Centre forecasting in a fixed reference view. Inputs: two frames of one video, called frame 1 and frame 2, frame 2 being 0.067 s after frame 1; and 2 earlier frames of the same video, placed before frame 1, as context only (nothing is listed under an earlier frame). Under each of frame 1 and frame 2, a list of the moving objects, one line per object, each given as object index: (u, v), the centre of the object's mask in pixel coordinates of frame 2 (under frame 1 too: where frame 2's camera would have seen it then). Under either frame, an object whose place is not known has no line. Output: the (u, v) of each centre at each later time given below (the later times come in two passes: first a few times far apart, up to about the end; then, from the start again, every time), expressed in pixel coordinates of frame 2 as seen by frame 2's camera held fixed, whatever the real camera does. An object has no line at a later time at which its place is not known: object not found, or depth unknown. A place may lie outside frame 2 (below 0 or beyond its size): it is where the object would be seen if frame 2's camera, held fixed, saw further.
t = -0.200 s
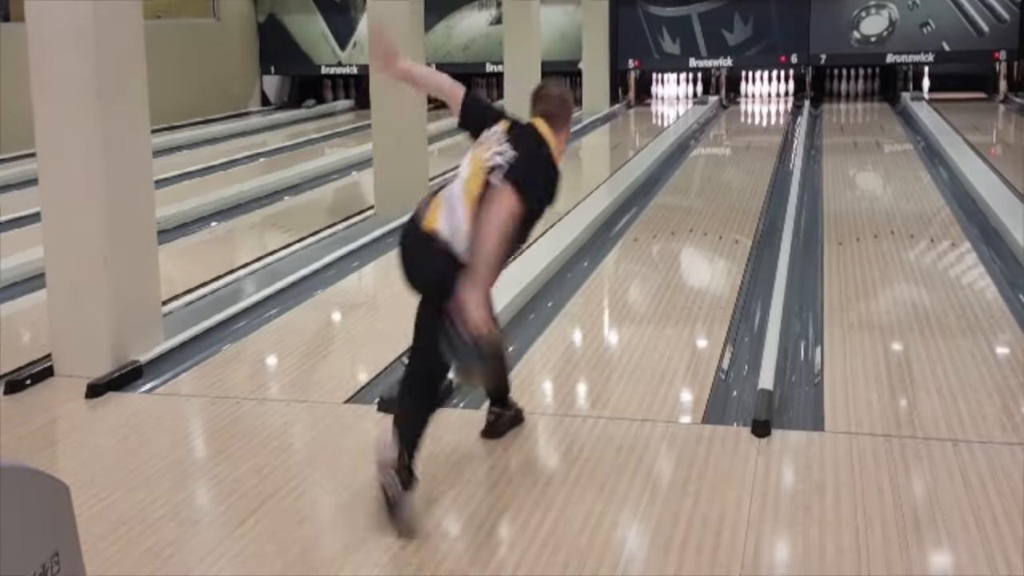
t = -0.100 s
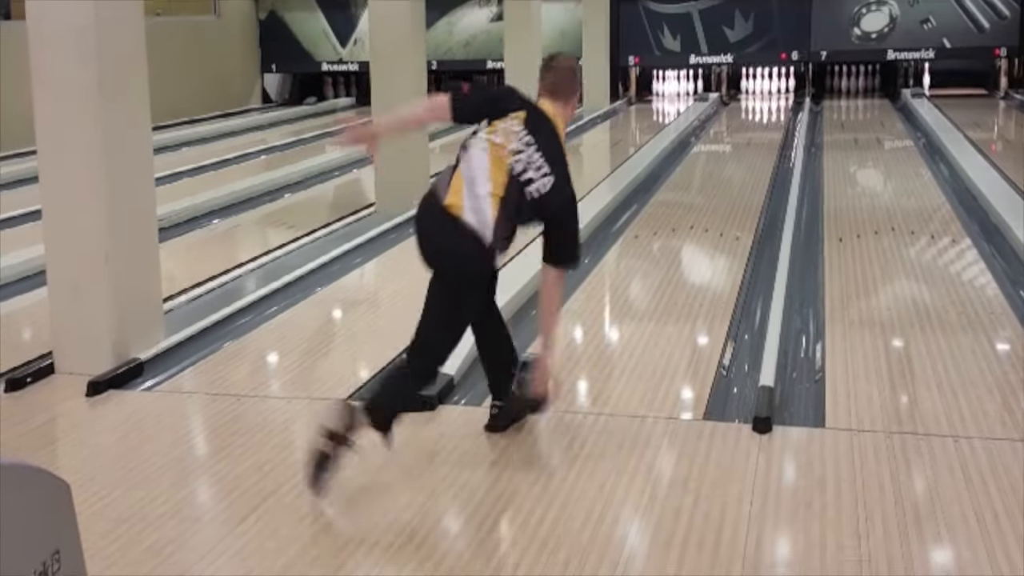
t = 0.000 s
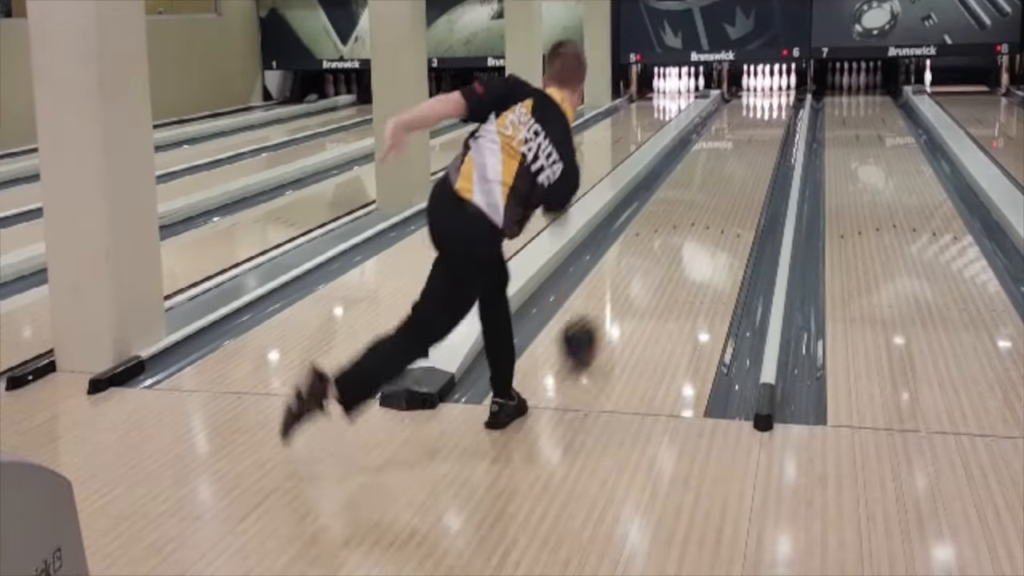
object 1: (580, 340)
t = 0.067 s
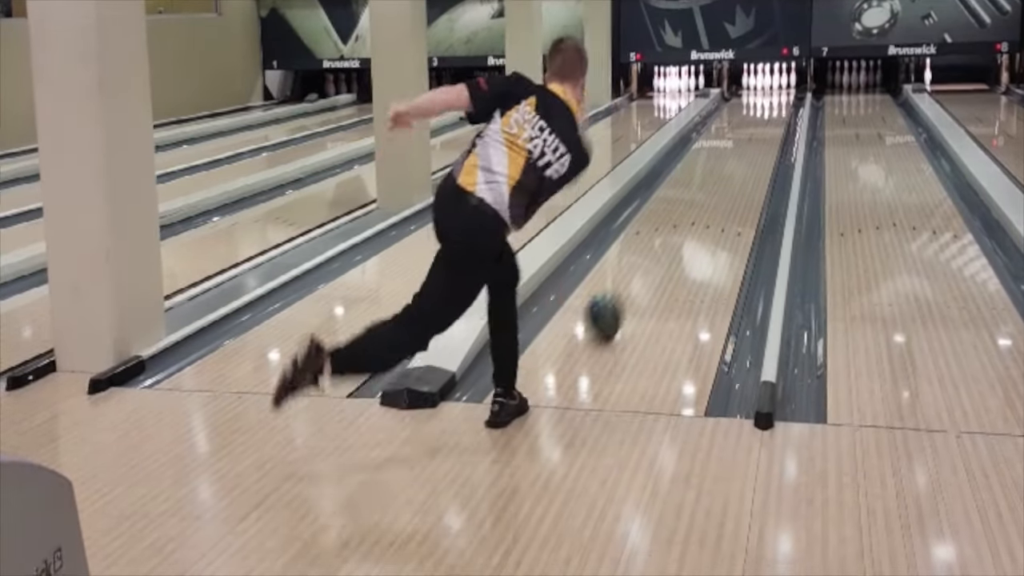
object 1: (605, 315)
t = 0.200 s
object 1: (644, 272)
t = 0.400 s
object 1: (684, 224)
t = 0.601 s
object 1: (713, 190)
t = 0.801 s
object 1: (734, 165)
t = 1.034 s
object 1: (753, 142)
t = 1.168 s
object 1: (761, 131)
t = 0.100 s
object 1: (616, 303)
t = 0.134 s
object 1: (625, 292)
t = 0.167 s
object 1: (634, 282)
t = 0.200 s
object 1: (644, 272)
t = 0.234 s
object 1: (652, 262)
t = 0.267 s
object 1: (659, 254)
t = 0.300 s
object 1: (666, 246)
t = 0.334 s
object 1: (672, 238)
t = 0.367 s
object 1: (679, 231)
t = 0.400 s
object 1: (684, 224)
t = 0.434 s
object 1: (690, 218)
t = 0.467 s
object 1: (695, 211)
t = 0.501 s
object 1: (700, 205)
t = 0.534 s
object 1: (704, 200)
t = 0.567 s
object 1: (709, 195)
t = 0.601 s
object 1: (713, 190)
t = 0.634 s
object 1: (718, 185)
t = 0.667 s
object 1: (721, 181)
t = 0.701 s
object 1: (725, 176)
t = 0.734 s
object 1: (728, 172)
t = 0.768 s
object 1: (731, 168)
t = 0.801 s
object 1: (734, 165)
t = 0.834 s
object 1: (738, 161)
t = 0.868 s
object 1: (741, 157)
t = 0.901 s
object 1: (743, 154)
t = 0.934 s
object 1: (746, 151)
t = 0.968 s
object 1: (748, 148)
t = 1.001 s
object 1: (751, 145)
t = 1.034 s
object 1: (753, 142)
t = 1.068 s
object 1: (755, 139)
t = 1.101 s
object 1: (757, 136)
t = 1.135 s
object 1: (759, 134)
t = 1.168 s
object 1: (761, 131)
